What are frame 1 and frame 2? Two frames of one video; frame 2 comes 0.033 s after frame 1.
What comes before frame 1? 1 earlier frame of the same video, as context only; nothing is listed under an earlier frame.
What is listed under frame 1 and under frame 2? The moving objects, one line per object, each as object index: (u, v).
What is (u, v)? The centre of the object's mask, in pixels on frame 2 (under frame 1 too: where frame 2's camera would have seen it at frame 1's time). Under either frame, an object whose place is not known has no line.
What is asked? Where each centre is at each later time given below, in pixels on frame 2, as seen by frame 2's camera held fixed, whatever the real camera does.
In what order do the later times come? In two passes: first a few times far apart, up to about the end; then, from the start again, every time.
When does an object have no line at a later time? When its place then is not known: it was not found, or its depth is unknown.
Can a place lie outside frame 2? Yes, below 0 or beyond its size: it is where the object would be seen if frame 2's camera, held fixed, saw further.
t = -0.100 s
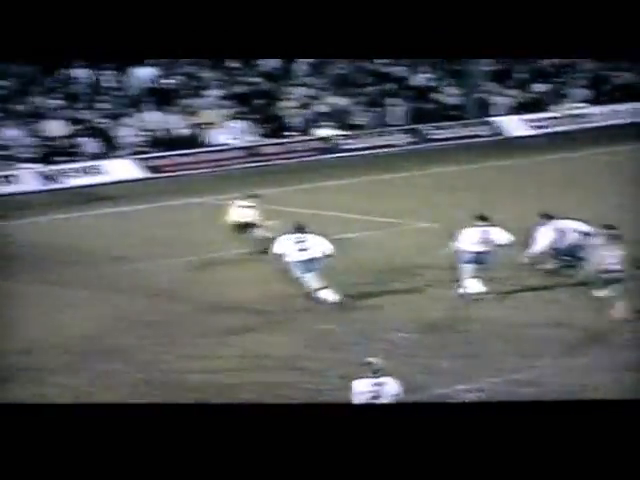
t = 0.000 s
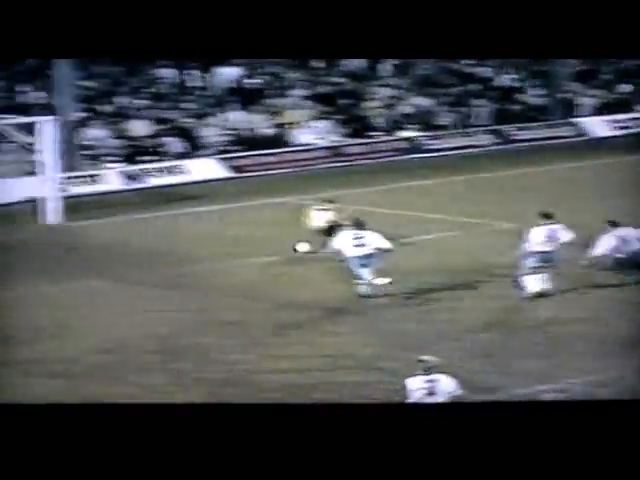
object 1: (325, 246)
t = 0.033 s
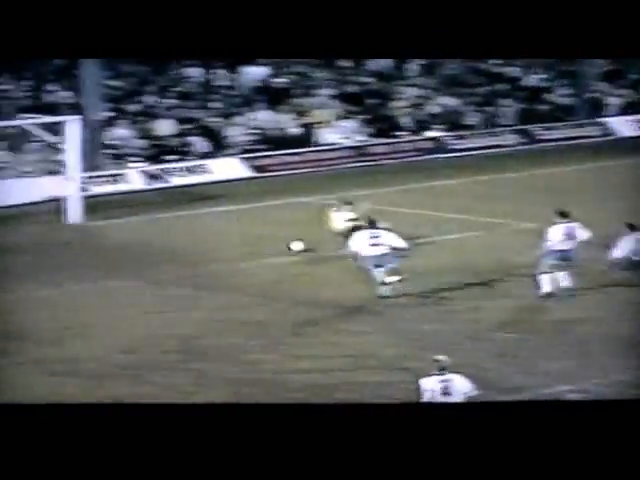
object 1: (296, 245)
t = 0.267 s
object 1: (105, 237)
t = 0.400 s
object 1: (14, 231)
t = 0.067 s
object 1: (266, 245)
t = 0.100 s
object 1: (237, 244)
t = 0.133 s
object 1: (210, 242)
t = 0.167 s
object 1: (183, 239)
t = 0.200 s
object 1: (158, 238)
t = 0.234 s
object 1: (132, 237)
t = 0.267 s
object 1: (105, 237)
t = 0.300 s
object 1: (82, 235)
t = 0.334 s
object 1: (60, 233)
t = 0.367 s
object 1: (36, 232)
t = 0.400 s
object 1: (14, 231)
